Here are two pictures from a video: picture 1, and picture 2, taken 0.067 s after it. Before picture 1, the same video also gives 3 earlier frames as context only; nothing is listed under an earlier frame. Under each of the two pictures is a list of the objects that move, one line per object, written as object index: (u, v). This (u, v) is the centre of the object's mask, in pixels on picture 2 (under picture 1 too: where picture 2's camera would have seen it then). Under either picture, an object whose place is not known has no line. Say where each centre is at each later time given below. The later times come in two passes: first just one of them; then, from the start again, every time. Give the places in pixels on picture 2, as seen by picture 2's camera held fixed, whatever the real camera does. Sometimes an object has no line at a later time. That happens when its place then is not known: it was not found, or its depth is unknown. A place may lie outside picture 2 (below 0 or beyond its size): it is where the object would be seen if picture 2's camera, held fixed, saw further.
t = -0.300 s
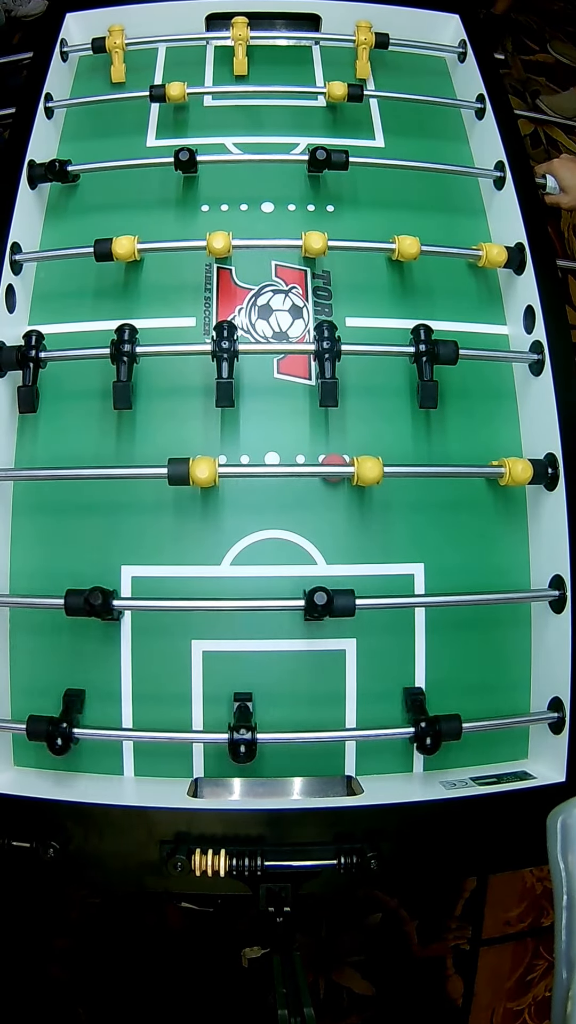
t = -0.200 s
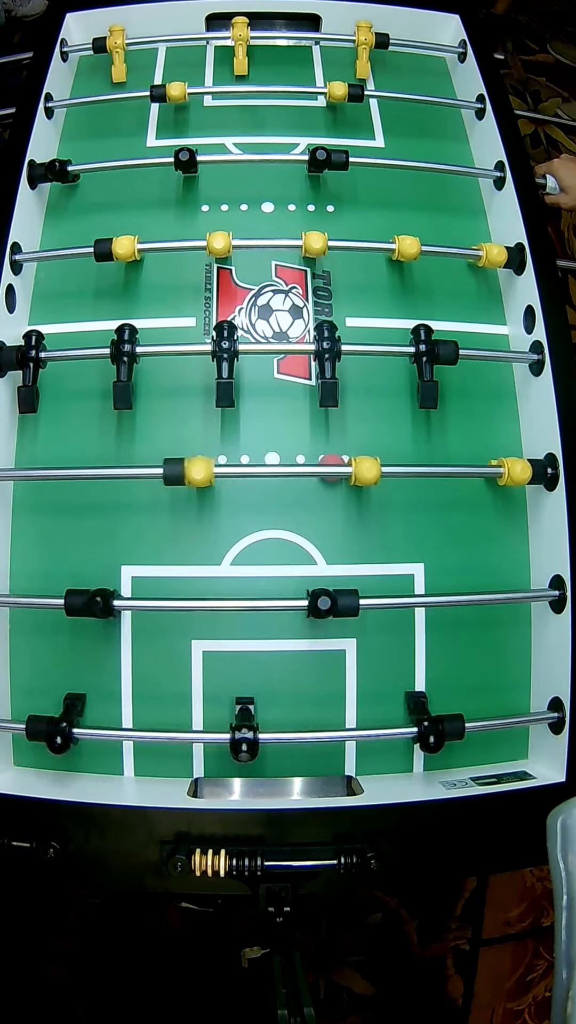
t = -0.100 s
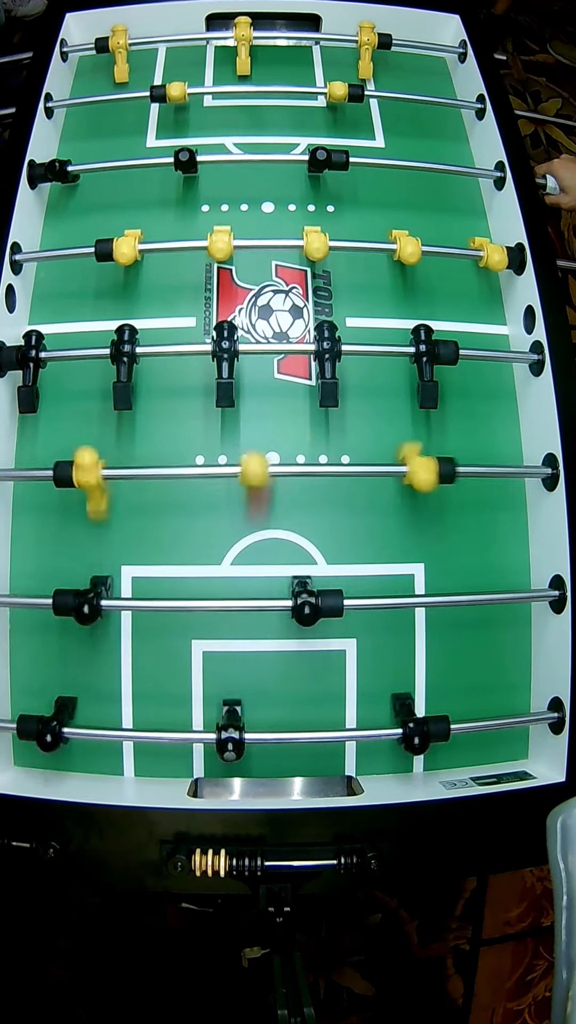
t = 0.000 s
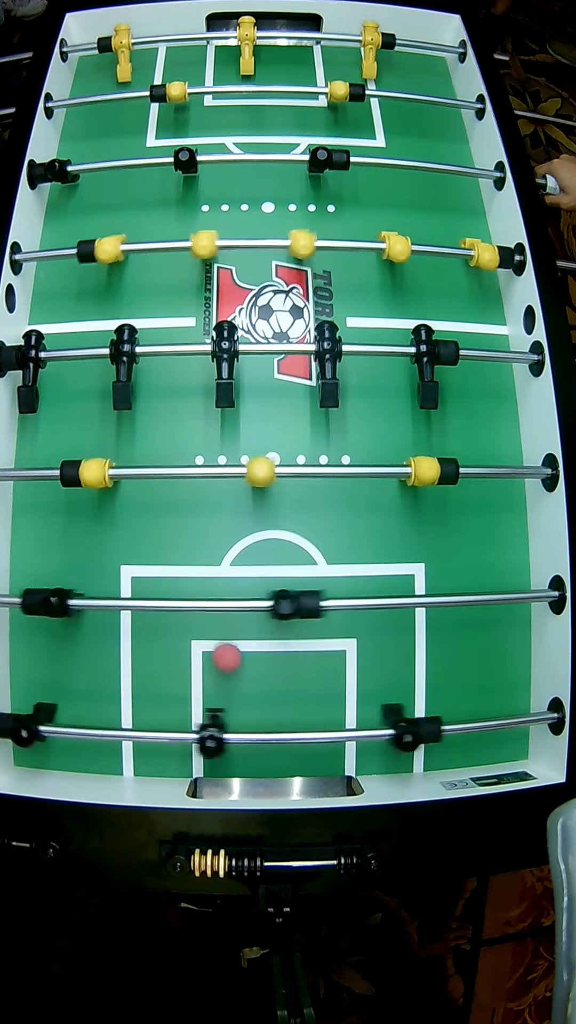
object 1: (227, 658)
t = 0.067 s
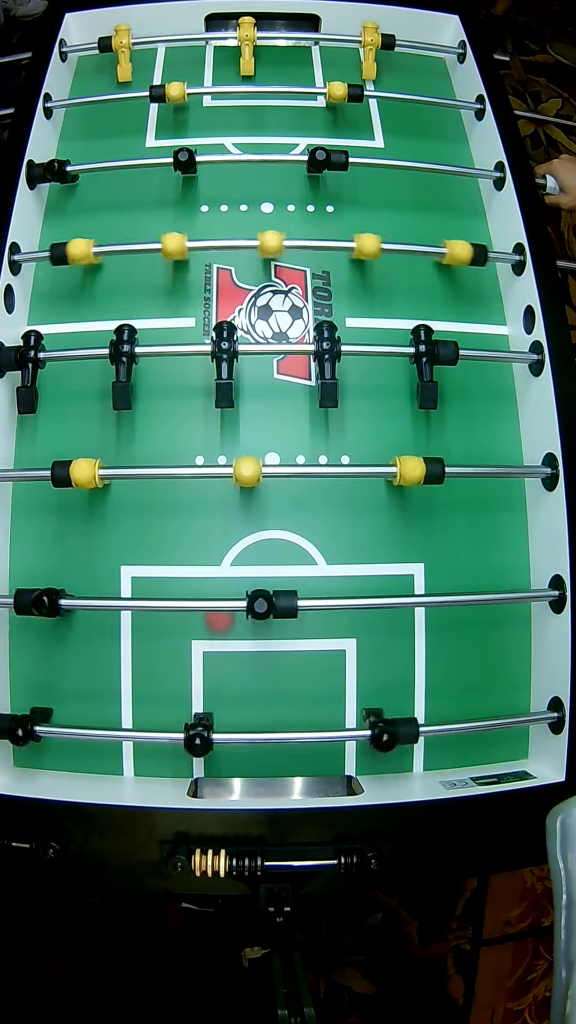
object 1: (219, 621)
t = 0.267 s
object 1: (189, 544)
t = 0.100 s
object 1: (213, 594)
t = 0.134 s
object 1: (208, 587)
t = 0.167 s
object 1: (203, 576)
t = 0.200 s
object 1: (198, 565)
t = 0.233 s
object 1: (194, 555)
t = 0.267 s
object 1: (189, 544)
